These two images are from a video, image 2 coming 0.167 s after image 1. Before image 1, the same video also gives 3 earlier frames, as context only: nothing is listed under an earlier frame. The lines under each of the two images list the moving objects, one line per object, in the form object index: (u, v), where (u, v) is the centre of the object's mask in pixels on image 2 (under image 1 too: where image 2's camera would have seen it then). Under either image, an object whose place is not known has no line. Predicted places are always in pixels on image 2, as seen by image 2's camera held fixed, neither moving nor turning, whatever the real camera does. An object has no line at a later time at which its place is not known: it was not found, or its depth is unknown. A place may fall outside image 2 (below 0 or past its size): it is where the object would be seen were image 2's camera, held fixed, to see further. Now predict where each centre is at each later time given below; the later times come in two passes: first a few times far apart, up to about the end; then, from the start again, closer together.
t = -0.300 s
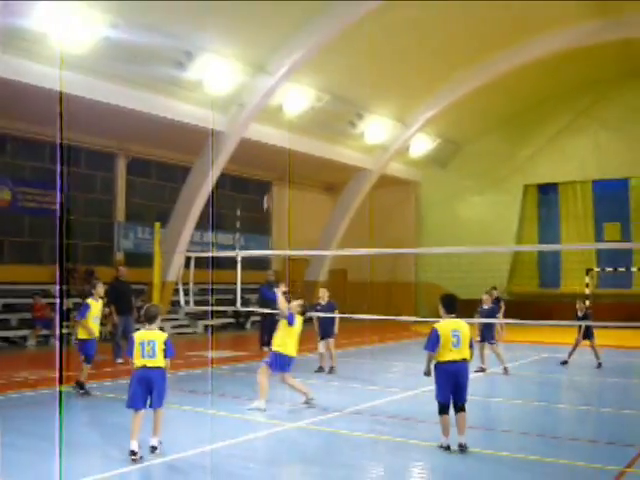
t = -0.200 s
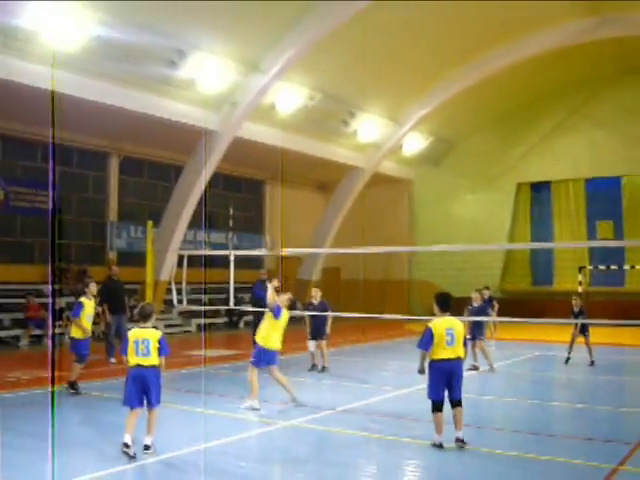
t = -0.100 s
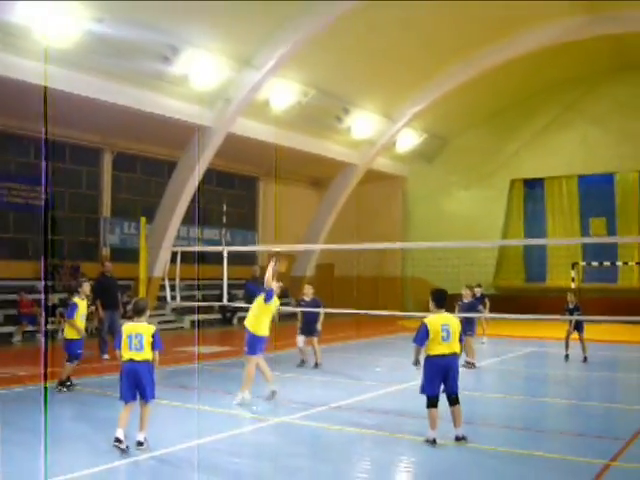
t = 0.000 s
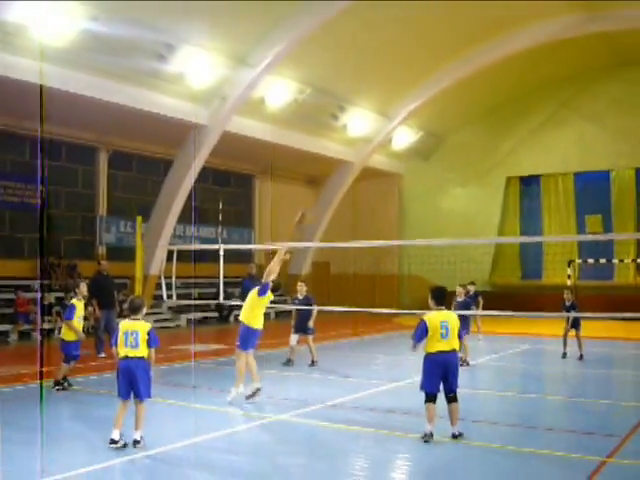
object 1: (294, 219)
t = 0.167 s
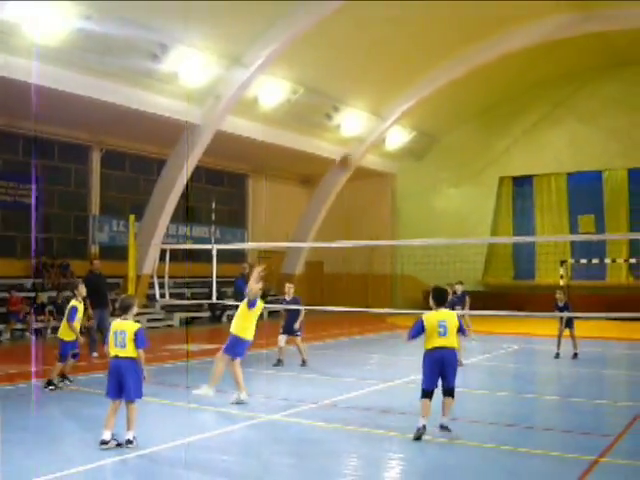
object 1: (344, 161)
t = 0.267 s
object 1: (375, 138)
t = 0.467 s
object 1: (434, 114)
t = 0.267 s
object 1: (375, 138)
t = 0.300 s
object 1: (384, 131)
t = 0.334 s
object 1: (395, 125)
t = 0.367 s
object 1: (403, 122)
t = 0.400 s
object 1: (414, 117)
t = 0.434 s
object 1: (423, 115)
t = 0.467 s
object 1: (434, 114)
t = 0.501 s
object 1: (443, 112)
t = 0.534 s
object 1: (453, 112)
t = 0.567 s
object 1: (462, 112)
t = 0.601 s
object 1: (472, 114)
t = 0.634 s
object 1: (481, 117)
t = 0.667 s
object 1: (491, 121)
